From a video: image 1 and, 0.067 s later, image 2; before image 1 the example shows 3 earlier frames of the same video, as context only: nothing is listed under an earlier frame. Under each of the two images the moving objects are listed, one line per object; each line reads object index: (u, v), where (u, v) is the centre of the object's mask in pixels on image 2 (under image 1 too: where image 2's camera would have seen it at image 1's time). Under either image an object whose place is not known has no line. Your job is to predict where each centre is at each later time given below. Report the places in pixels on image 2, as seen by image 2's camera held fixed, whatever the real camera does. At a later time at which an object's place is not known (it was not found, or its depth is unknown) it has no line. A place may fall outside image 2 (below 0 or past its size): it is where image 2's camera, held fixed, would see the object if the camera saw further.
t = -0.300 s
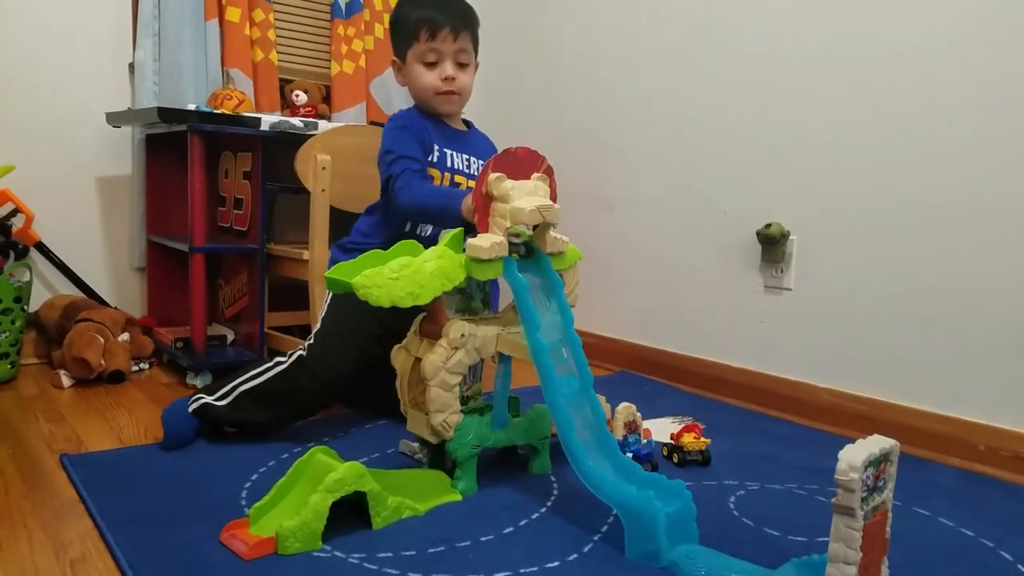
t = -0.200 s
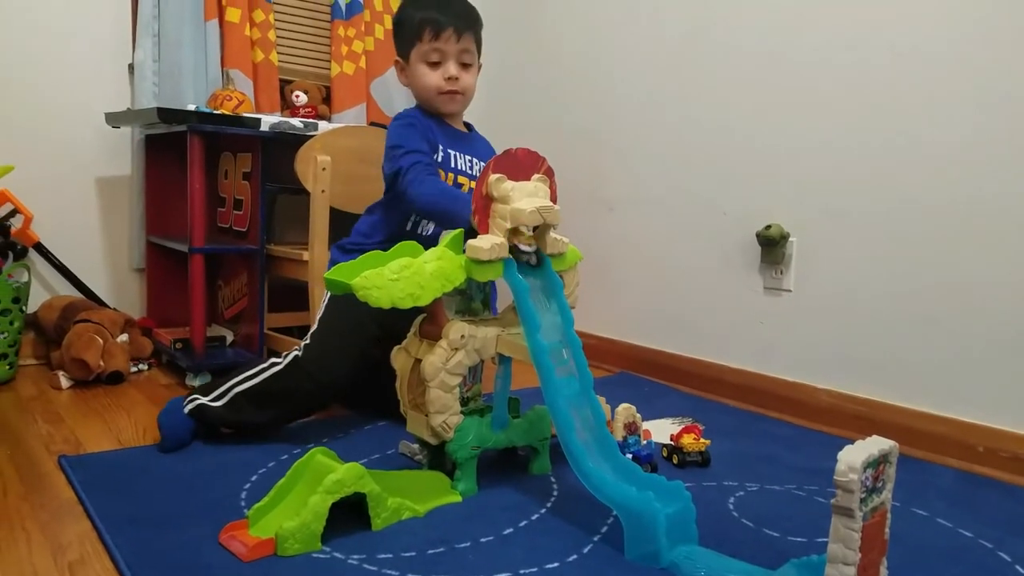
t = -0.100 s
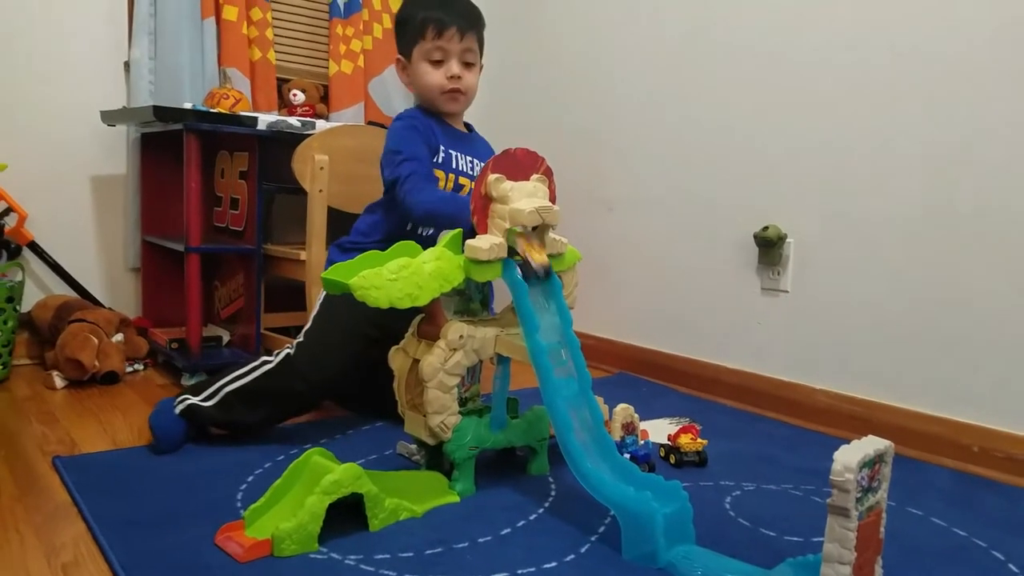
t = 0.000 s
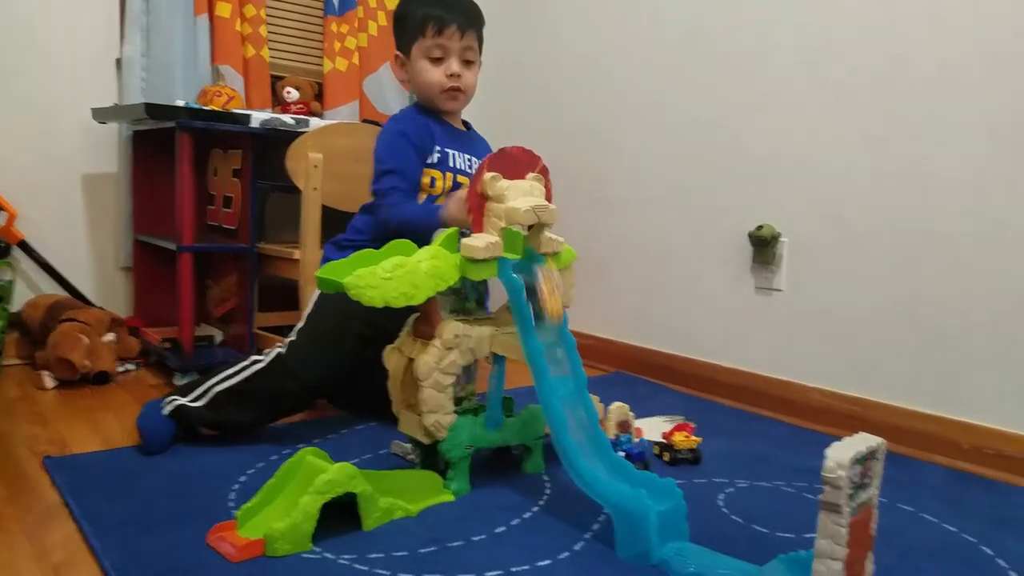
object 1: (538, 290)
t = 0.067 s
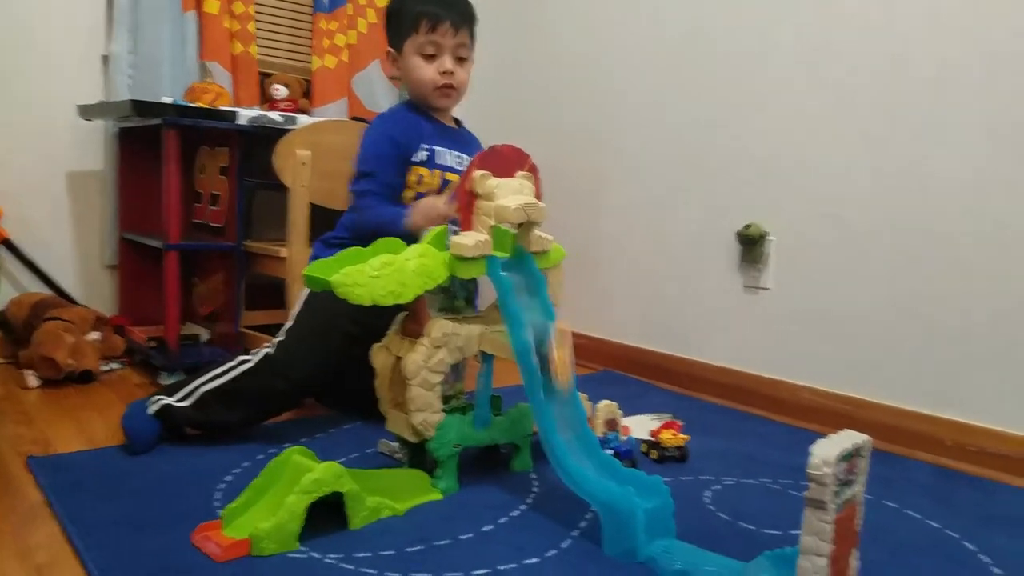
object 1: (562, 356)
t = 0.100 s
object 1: (577, 399)
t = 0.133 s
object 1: (597, 442)
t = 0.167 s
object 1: (629, 464)
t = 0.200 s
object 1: (671, 487)
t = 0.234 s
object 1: (709, 502)
